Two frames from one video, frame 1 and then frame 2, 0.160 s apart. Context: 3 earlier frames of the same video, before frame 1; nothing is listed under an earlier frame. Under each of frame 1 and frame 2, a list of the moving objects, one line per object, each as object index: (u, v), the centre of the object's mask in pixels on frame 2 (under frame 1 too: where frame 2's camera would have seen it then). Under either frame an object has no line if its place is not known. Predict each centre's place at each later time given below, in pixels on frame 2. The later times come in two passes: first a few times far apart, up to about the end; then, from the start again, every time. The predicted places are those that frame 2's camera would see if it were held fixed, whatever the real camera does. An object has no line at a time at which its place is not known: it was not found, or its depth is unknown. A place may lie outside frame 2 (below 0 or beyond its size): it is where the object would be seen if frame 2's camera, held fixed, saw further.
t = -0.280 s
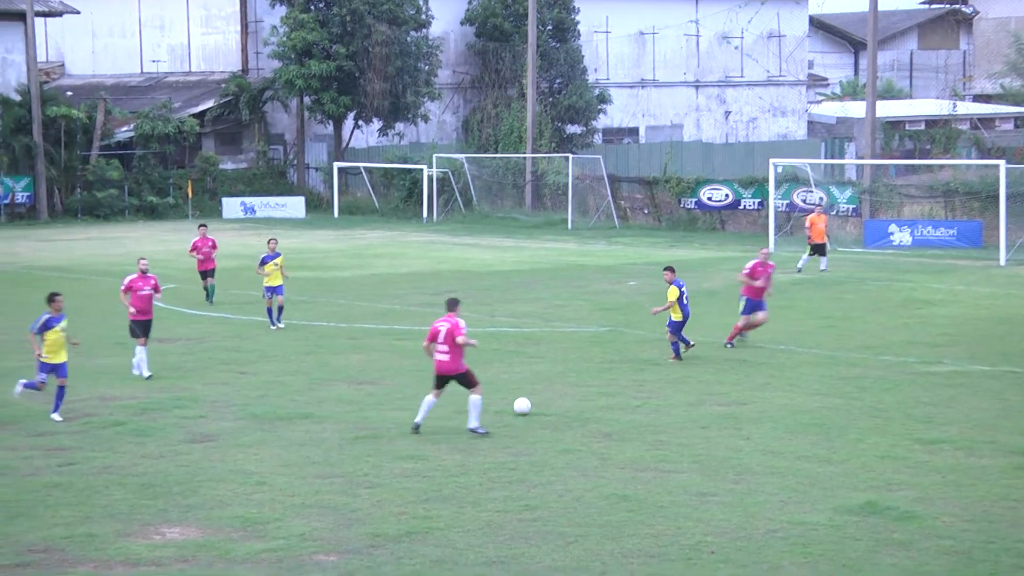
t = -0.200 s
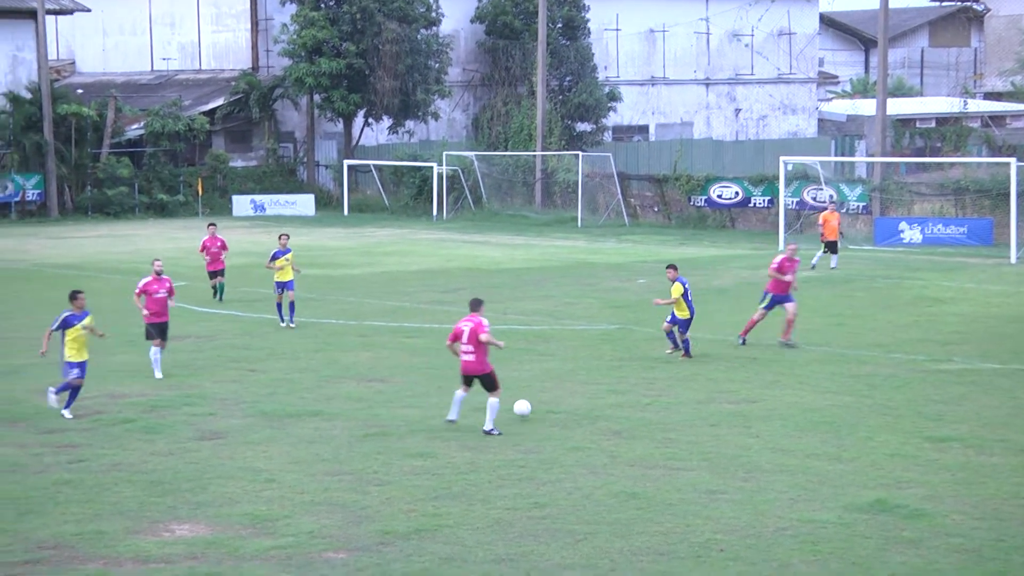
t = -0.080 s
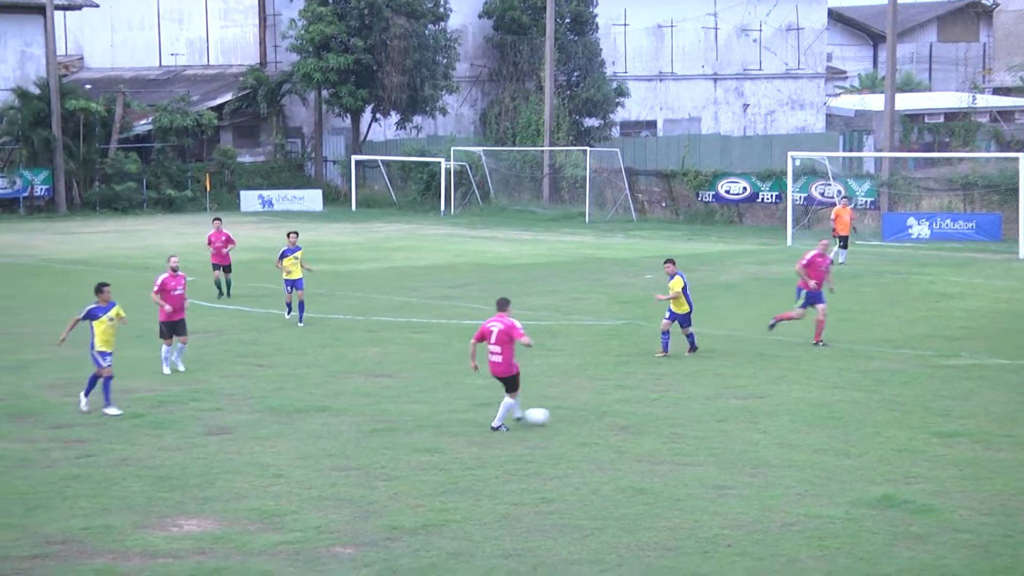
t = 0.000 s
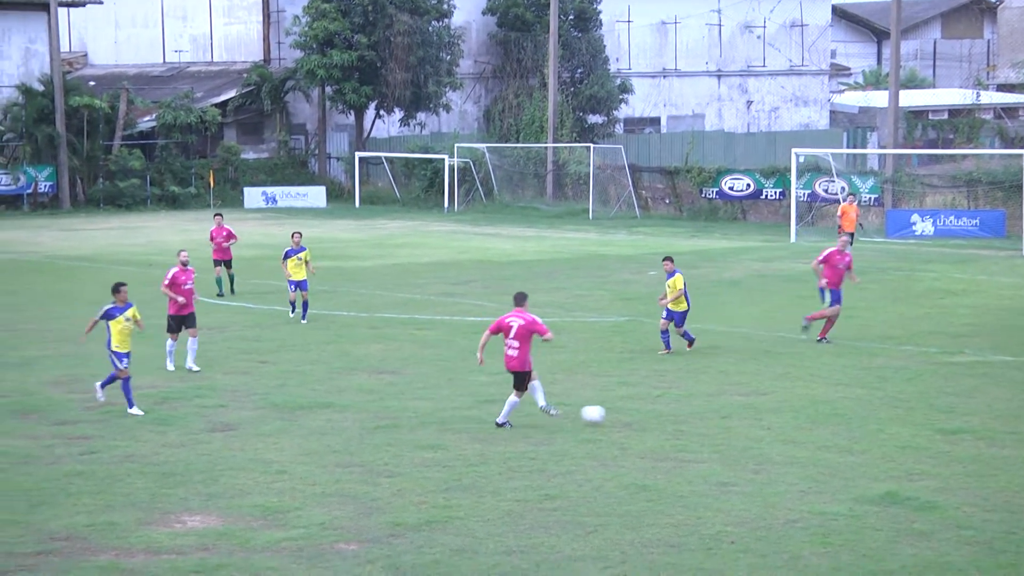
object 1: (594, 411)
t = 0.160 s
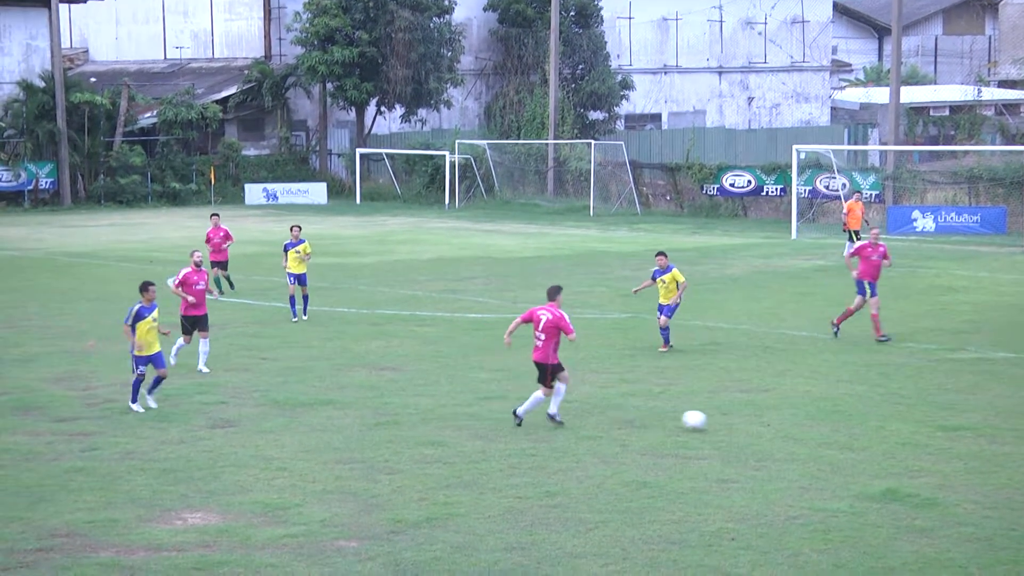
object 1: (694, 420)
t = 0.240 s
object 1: (740, 425)
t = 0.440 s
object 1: (848, 438)
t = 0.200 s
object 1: (717, 422)
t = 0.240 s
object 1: (740, 425)
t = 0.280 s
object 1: (761, 427)
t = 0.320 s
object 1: (783, 429)
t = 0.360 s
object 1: (804, 432)
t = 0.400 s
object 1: (826, 436)
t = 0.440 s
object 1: (848, 438)
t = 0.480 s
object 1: (868, 440)
